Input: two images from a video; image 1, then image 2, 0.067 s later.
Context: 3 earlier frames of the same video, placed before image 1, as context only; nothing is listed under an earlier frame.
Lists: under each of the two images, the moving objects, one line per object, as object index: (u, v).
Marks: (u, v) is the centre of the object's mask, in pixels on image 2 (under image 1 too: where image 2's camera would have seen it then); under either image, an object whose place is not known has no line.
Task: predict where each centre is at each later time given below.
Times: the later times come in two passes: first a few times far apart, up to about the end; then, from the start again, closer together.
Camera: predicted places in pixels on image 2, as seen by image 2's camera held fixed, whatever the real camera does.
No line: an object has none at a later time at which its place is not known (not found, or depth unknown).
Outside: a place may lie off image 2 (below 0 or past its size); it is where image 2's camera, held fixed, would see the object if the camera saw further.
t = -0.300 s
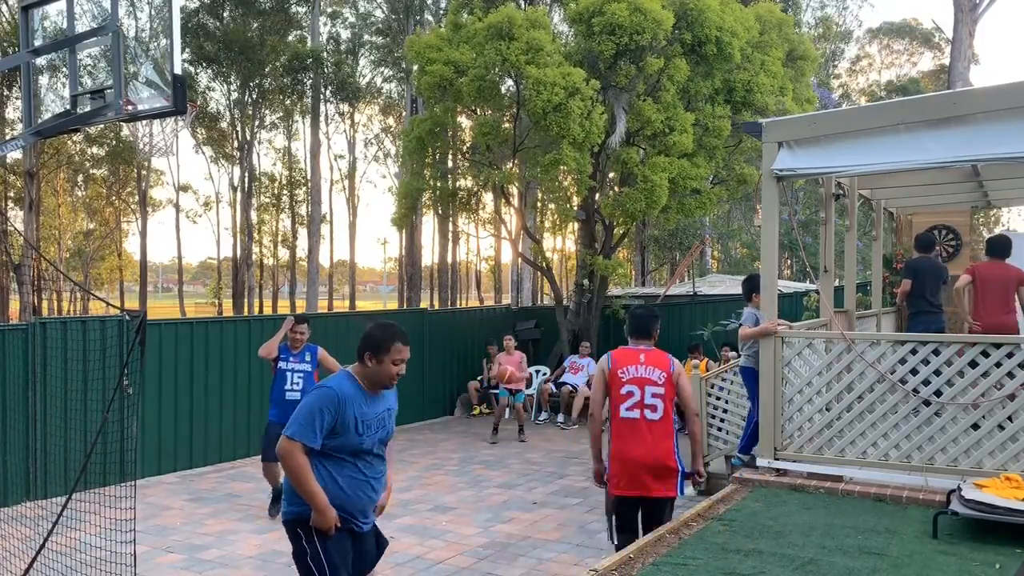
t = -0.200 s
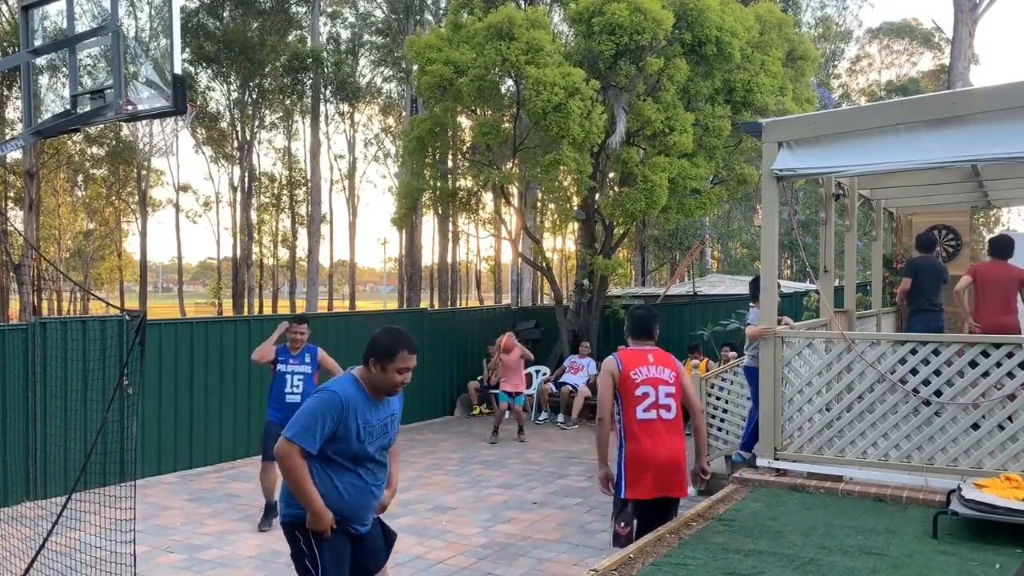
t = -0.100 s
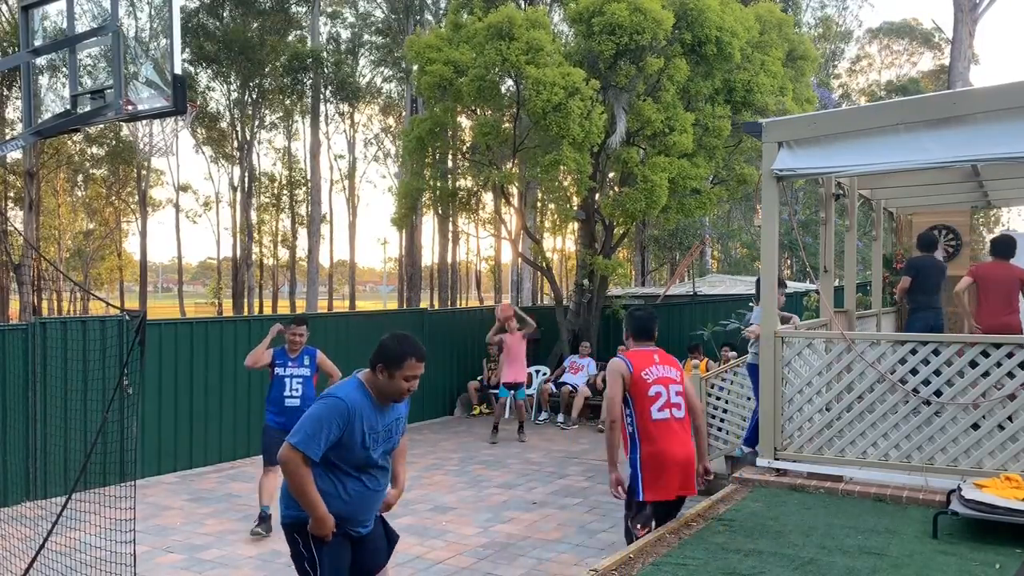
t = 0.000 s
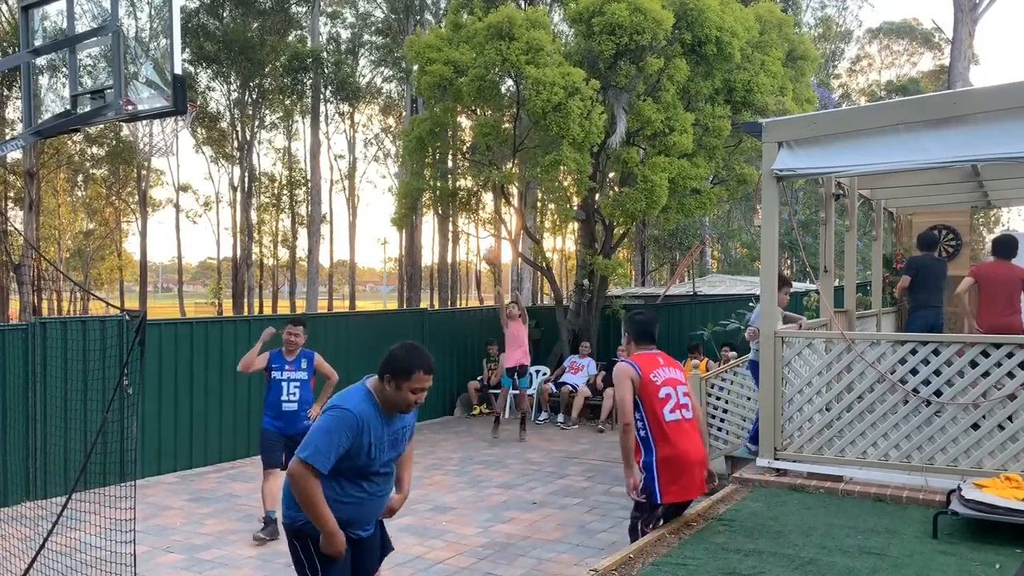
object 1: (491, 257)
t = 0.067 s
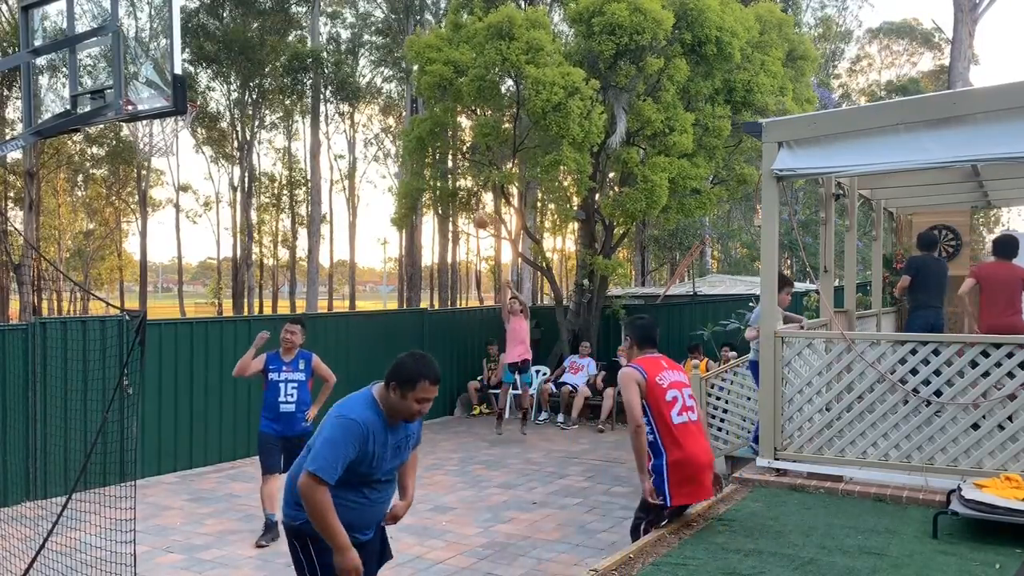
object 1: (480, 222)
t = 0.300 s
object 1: (440, 105)
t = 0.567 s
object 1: (385, 12)
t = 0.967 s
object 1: (270, 4)
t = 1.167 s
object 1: (195, 68)
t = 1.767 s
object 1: (126, 147)
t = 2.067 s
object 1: (125, 304)
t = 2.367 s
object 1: (117, 457)
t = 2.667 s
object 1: (108, 330)
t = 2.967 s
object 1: (119, 307)
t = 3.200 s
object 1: (129, 351)
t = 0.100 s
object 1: (478, 201)
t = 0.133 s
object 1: (473, 185)
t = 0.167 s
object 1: (465, 167)
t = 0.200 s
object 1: (459, 151)
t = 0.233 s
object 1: (453, 134)
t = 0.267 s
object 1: (448, 120)
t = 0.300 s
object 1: (440, 105)
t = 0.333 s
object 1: (434, 90)
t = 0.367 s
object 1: (428, 77)
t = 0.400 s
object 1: (421, 64)
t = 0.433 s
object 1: (414, 52)
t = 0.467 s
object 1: (408, 41)
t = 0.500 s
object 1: (400, 30)
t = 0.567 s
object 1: (385, 12)
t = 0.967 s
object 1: (270, 4)
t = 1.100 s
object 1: (219, 33)
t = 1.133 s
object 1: (207, 48)
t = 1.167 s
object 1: (195, 68)
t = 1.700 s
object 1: (122, 131)
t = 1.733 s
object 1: (124, 139)
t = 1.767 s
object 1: (126, 147)
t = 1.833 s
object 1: (127, 177)
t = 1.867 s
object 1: (128, 192)
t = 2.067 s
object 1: (125, 304)
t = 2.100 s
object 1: (122, 326)
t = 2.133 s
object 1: (124, 346)
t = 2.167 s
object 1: (124, 370)
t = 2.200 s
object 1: (124, 394)
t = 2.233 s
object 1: (123, 418)
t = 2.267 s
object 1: (123, 442)
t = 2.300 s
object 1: (122, 468)
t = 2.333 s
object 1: (121, 480)
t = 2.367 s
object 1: (117, 457)
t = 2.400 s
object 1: (114, 435)
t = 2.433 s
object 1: (111, 416)
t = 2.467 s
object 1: (106, 397)
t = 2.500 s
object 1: (102, 381)
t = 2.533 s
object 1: (102, 368)
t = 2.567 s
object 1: (103, 357)
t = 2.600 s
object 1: (104, 347)
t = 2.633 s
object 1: (106, 338)
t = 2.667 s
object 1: (108, 330)
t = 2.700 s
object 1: (109, 324)
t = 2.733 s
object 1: (110, 319)
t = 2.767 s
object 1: (111, 315)
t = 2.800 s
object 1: (111, 308)
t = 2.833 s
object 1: (114, 307)
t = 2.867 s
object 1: (115, 305)
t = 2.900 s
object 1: (116, 304)
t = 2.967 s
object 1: (119, 307)
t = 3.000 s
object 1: (119, 309)
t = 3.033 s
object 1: (119, 318)
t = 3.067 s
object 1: (121, 321)
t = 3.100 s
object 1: (123, 324)
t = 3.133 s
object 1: (125, 333)
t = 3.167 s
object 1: (127, 343)
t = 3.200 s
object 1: (129, 351)
